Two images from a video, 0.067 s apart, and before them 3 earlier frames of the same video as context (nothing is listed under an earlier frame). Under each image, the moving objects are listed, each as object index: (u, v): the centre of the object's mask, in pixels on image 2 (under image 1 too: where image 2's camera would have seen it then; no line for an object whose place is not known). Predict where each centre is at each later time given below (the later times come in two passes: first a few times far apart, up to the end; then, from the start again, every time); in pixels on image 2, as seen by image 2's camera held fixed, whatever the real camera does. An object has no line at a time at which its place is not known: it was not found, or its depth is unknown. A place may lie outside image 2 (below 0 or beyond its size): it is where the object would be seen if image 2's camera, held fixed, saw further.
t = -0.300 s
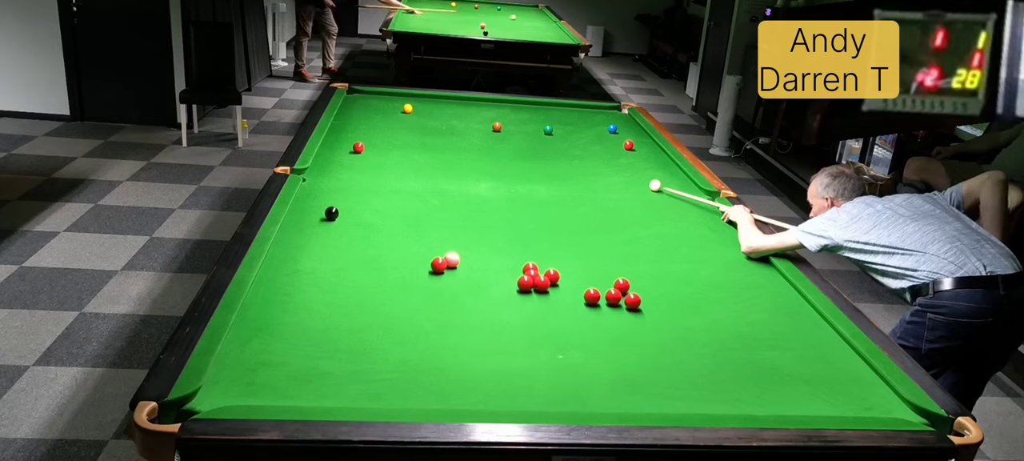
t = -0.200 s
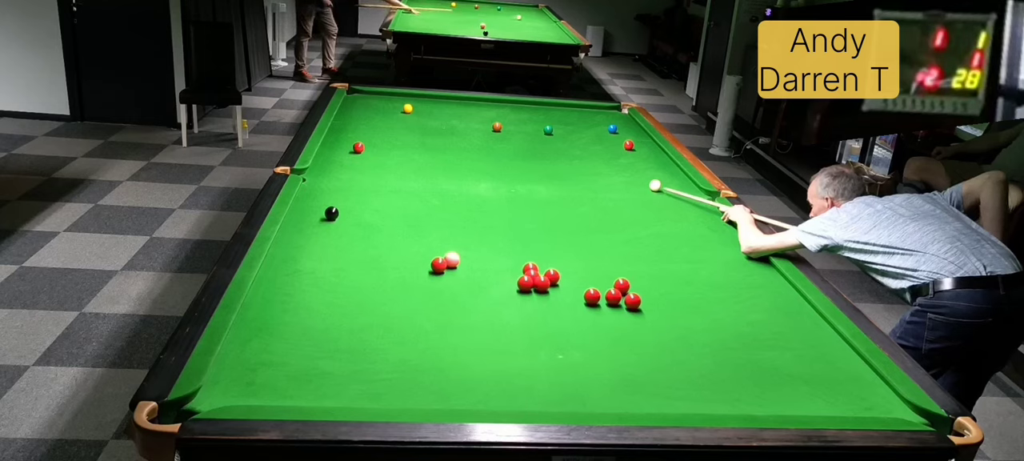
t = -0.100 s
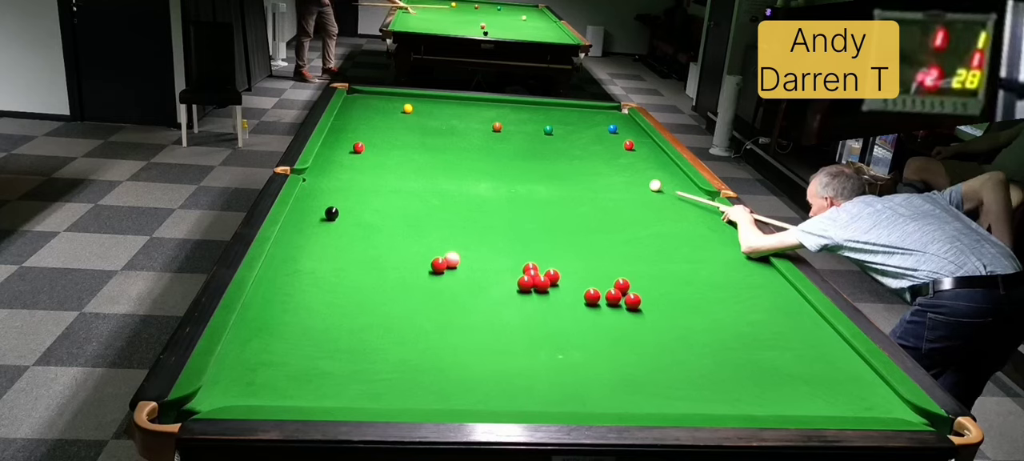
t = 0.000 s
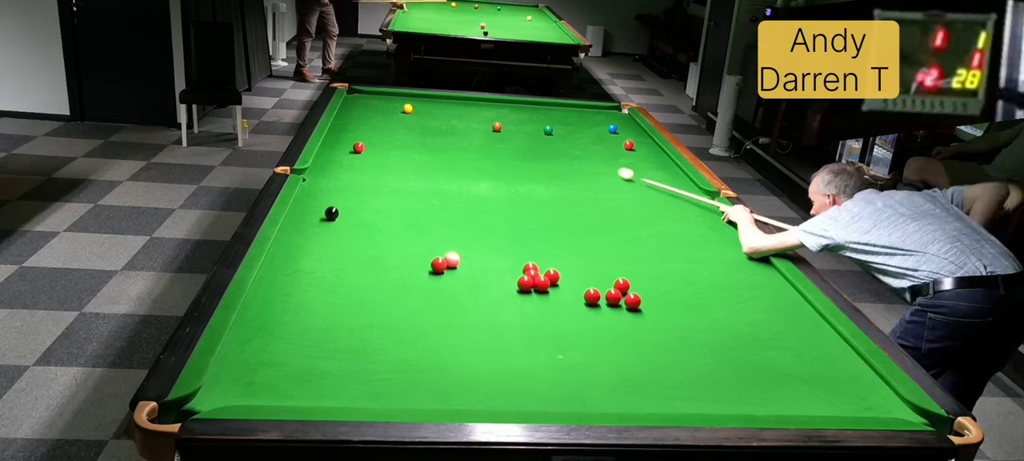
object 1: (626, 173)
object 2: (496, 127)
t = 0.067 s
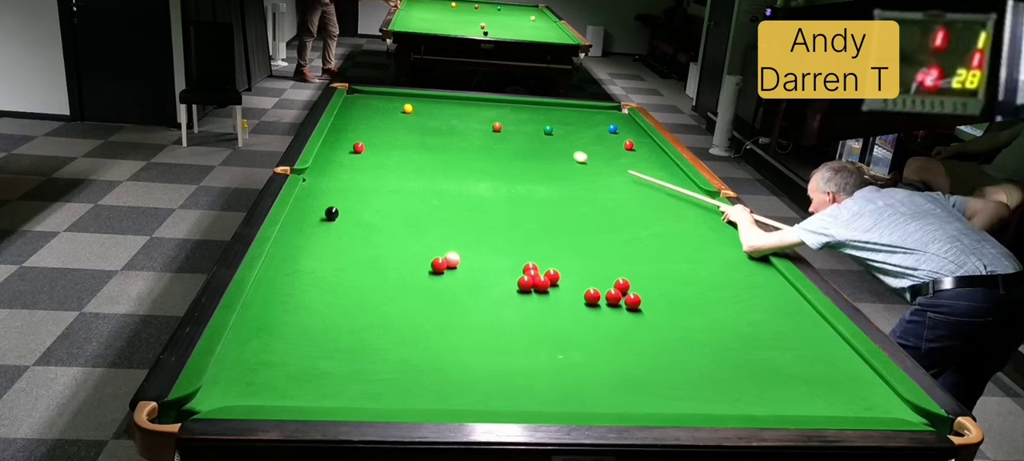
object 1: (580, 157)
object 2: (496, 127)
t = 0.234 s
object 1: (506, 127)
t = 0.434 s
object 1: (514, 122)
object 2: (390, 97)
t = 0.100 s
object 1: (560, 149)
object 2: (496, 127)
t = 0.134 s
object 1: (541, 142)
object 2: (496, 127)
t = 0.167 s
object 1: (523, 135)
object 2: (496, 127)
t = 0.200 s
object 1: (506, 129)
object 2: (496, 127)
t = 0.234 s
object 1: (506, 127)
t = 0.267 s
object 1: (508, 126)
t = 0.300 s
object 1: (510, 126)
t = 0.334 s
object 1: (511, 125)
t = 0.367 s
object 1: (513, 124)
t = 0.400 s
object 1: (514, 123)
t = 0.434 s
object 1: (514, 122)
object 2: (390, 97)
